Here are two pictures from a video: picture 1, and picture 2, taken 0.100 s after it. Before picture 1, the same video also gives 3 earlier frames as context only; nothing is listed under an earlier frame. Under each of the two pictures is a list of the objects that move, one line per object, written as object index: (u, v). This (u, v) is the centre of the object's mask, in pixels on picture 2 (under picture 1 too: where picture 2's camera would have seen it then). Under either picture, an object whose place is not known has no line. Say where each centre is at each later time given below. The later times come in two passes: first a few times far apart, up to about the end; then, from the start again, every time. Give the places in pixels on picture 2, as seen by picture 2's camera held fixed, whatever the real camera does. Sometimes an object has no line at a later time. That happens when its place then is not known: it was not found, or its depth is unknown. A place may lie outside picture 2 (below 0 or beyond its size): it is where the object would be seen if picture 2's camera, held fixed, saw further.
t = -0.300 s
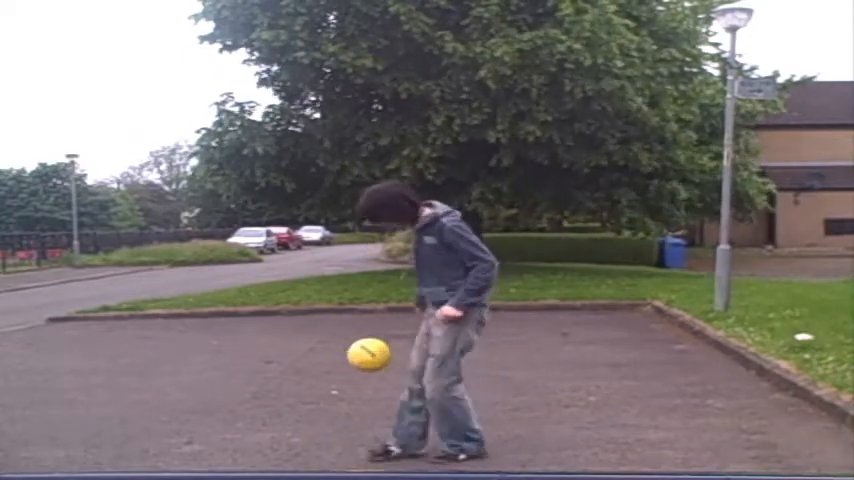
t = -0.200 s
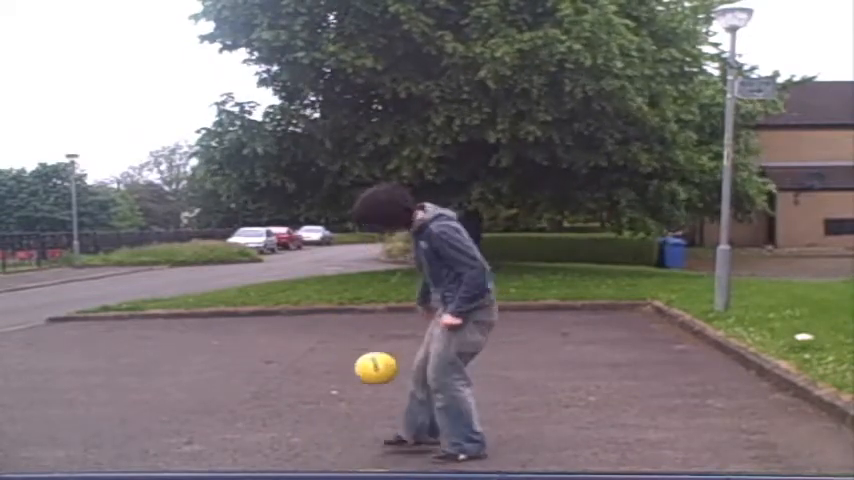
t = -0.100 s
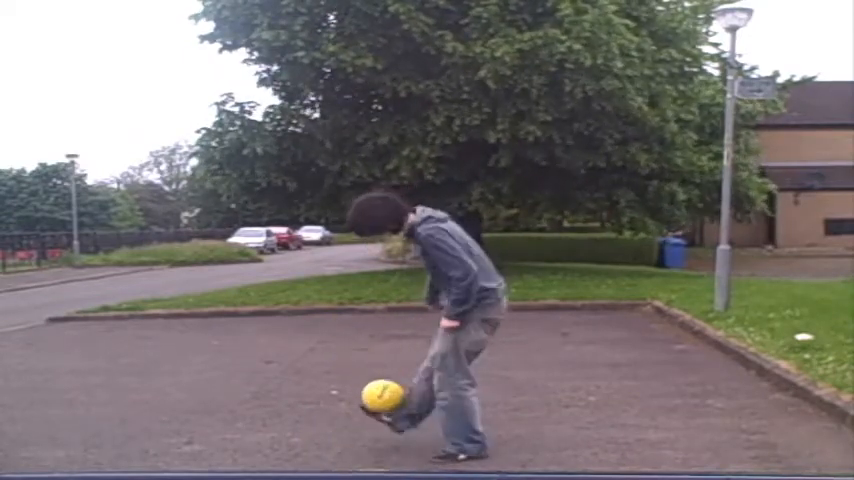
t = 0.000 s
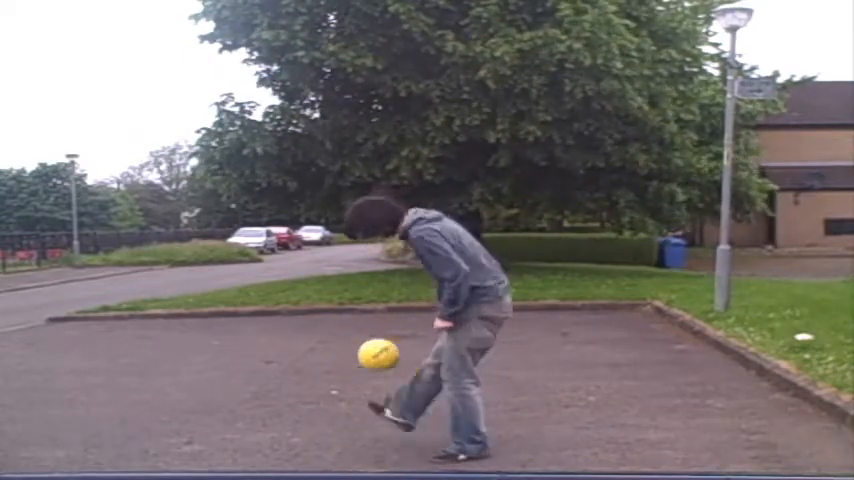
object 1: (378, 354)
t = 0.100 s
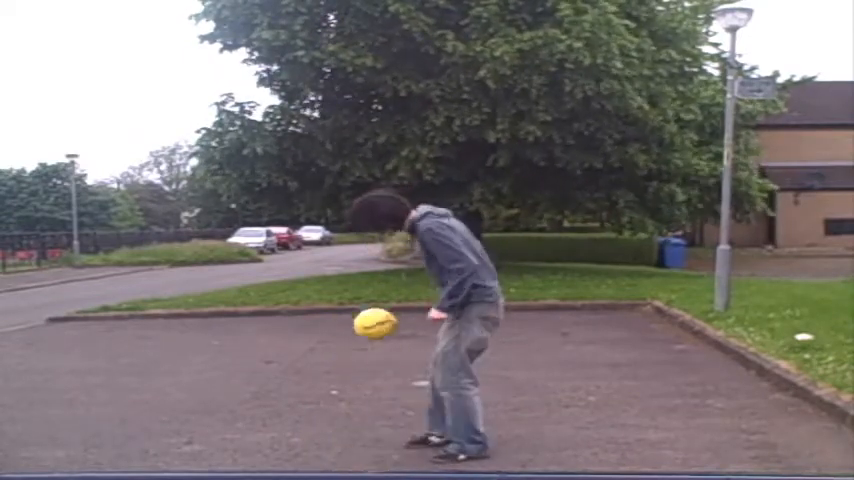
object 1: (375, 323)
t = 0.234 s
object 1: (369, 305)
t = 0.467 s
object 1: (361, 334)
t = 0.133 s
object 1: (373, 317)
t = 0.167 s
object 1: (372, 311)
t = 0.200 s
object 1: (370, 307)
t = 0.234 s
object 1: (369, 305)
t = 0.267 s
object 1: (369, 304)
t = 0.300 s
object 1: (368, 305)
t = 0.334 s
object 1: (366, 307)
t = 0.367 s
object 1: (365, 312)
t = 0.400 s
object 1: (363, 317)
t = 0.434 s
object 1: (362, 325)
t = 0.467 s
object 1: (361, 334)
